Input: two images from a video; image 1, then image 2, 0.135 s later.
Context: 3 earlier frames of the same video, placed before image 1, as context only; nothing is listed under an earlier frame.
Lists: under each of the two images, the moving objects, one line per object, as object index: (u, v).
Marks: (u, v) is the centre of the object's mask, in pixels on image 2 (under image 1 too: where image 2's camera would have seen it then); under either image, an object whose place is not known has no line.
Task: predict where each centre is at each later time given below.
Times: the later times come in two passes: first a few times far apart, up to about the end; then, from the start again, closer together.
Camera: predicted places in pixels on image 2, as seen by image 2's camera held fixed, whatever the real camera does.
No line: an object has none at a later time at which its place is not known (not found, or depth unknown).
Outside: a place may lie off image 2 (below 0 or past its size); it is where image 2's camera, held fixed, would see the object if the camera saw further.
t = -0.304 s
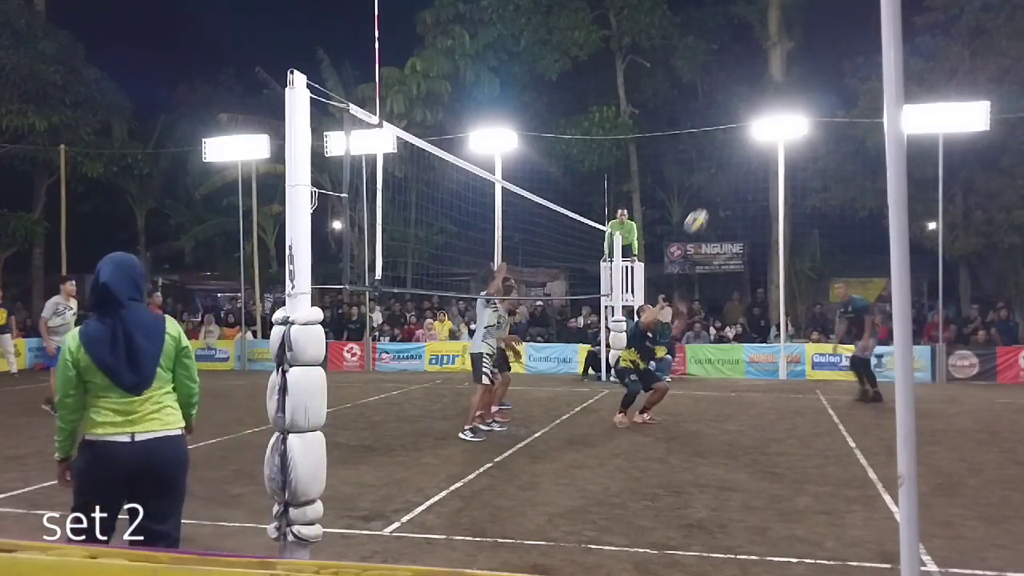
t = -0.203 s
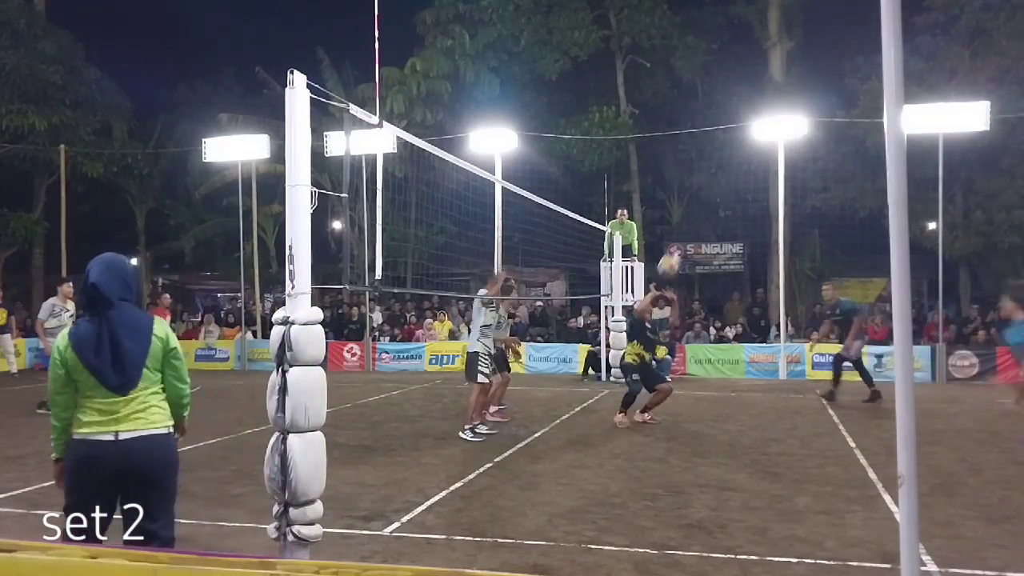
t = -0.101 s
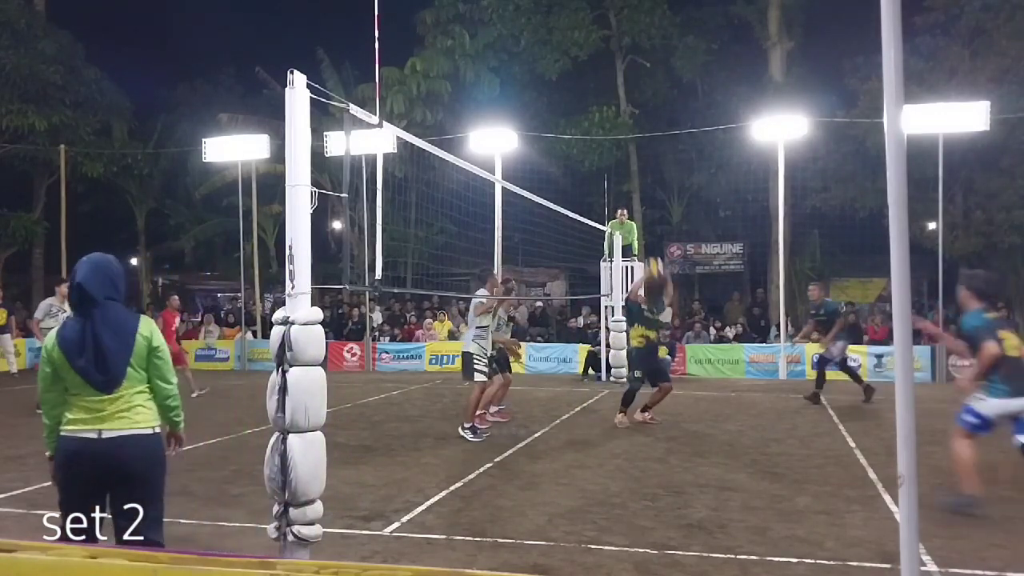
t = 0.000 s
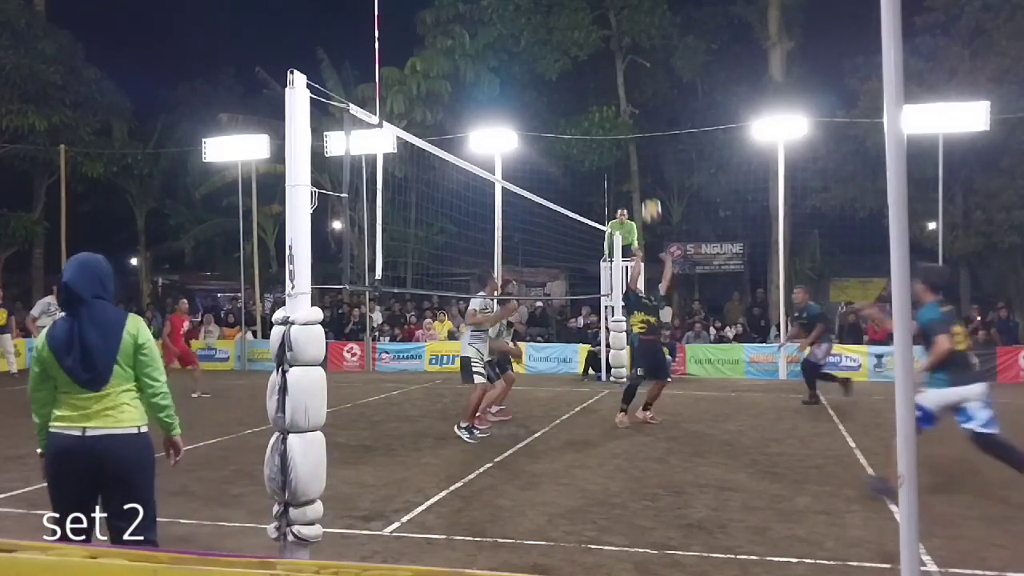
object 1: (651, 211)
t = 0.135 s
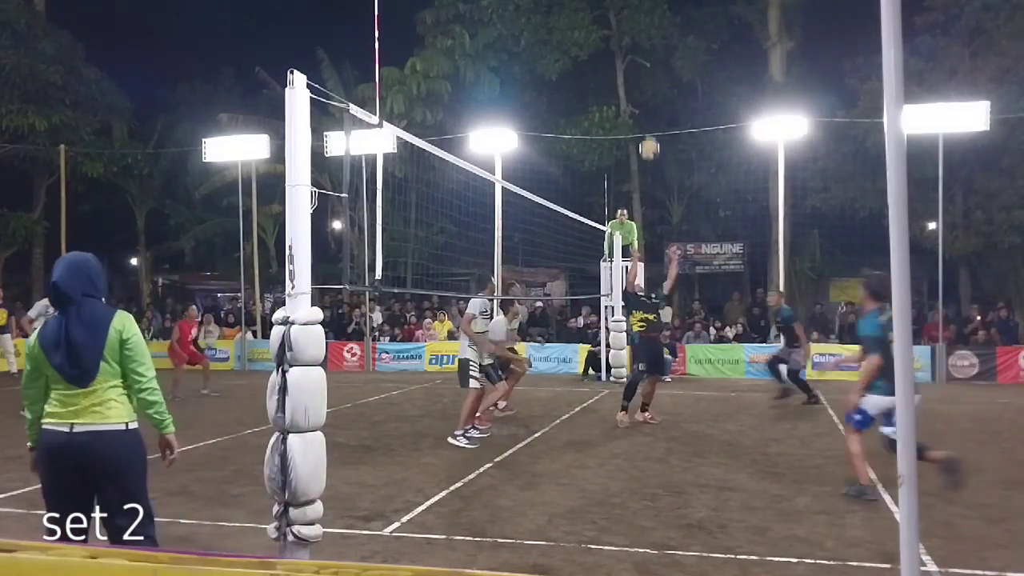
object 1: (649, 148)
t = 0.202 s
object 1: (648, 123)
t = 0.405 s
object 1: (646, 74)
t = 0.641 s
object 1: (644, 59)
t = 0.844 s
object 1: (642, 81)
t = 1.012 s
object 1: (640, 120)
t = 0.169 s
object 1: (648, 136)
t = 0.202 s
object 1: (648, 123)
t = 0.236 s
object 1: (648, 113)
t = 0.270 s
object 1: (648, 103)
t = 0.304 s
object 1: (647, 94)
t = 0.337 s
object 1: (647, 86)
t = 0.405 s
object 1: (646, 74)
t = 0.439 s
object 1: (646, 69)
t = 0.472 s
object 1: (645, 65)
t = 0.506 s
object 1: (645, 62)
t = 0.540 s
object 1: (645, 60)
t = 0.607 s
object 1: (644, 58)
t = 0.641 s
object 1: (644, 59)
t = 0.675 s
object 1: (644, 60)
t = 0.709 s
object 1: (643, 62)
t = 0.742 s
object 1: (643, 66)
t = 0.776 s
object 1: (642, 70)
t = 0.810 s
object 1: (642, 74)
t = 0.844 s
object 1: (642, 81)
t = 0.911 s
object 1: (641, 94)
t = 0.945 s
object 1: (641, 102)
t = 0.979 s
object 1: (640, 111)
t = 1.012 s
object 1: (640, 120)
